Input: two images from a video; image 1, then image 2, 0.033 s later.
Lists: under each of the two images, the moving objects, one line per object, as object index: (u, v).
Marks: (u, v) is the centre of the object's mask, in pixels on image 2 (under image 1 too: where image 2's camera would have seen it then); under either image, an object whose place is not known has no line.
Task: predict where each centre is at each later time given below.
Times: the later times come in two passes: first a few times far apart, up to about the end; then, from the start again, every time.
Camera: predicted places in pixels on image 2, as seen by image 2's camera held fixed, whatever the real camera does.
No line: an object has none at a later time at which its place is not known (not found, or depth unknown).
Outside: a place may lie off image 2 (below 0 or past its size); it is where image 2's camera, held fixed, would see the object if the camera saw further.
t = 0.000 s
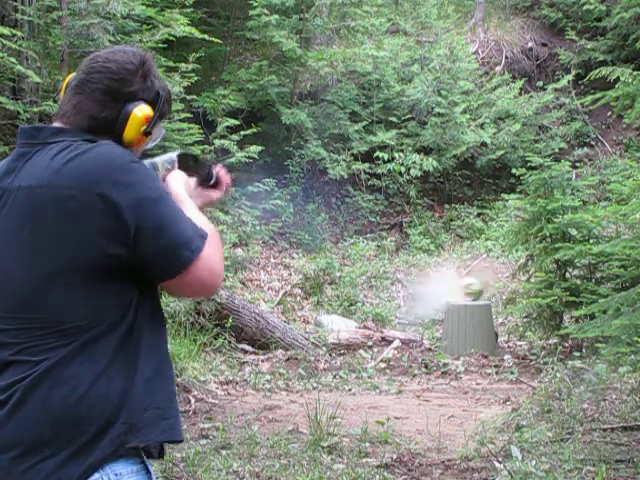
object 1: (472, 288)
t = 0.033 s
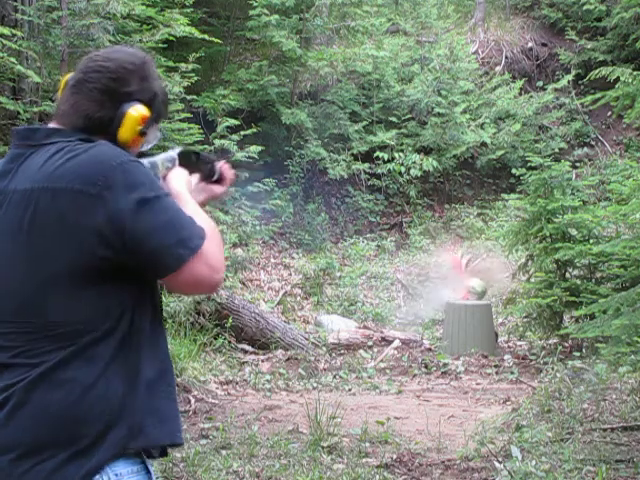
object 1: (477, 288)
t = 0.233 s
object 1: (491, 289)
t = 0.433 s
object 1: (503, 301)
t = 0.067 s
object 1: (479, 289)
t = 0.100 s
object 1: (481, 290)
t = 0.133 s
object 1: (484, 290)
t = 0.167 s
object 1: (487, 289)
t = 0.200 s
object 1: (489, 289)
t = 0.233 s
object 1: (491, 289)
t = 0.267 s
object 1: (493, 289)
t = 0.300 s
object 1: (494, 290)
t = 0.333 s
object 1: (498, 292)
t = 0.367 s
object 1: (501, 294)
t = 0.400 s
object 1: (502, 298)
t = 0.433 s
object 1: (503, 301)
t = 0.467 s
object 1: (507, 311)
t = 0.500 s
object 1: (511, 325)
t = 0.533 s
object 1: (516, 329)
